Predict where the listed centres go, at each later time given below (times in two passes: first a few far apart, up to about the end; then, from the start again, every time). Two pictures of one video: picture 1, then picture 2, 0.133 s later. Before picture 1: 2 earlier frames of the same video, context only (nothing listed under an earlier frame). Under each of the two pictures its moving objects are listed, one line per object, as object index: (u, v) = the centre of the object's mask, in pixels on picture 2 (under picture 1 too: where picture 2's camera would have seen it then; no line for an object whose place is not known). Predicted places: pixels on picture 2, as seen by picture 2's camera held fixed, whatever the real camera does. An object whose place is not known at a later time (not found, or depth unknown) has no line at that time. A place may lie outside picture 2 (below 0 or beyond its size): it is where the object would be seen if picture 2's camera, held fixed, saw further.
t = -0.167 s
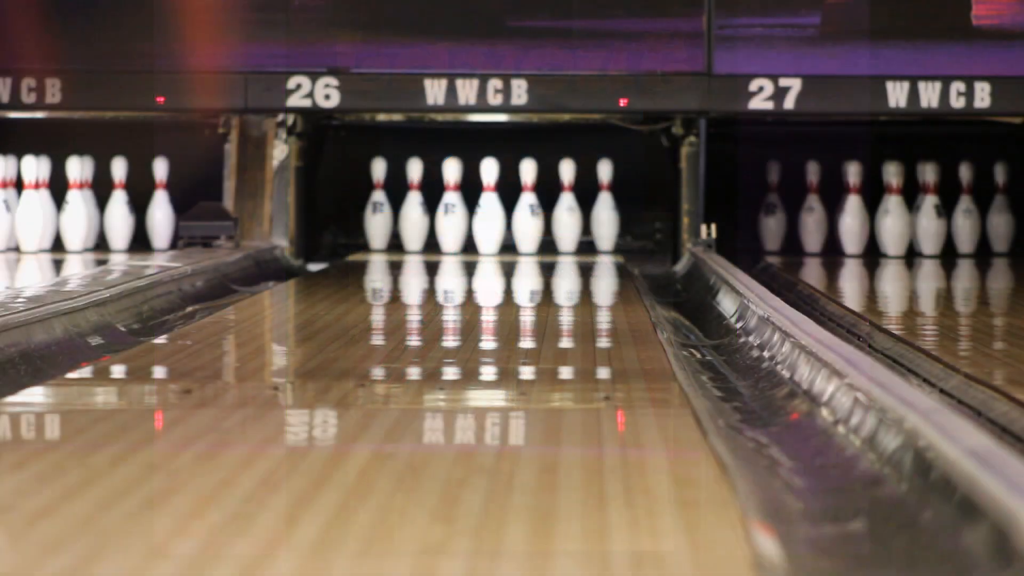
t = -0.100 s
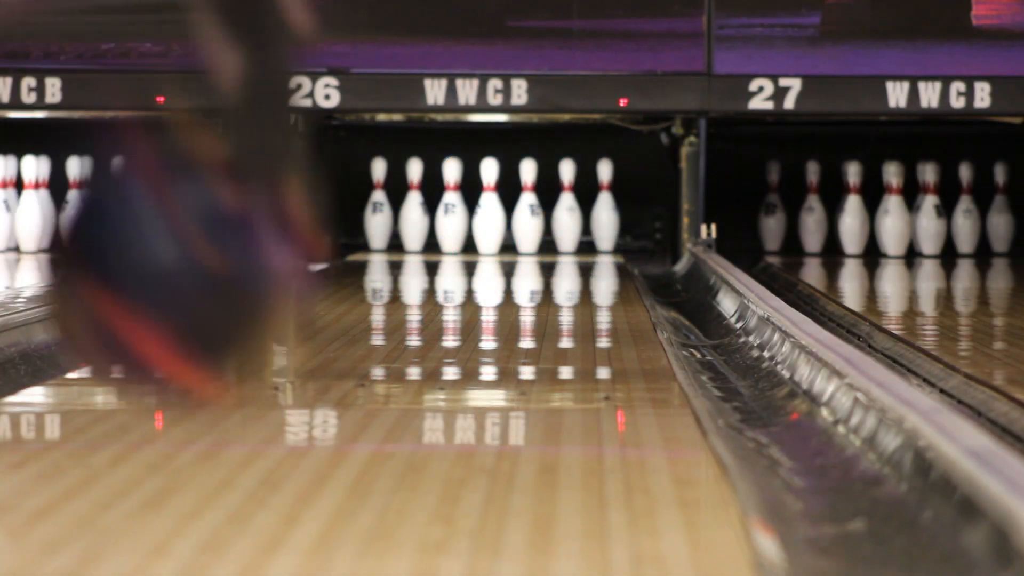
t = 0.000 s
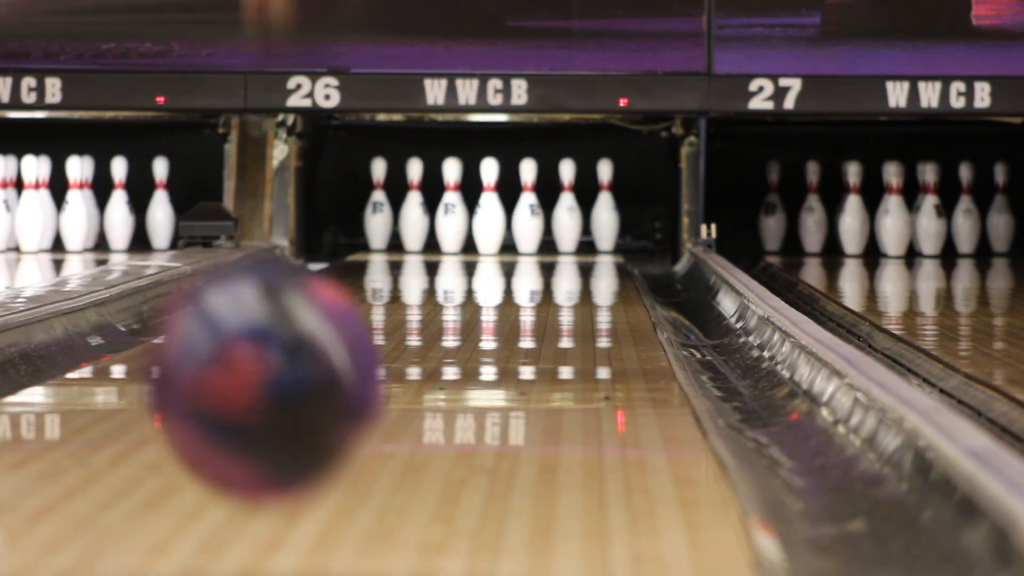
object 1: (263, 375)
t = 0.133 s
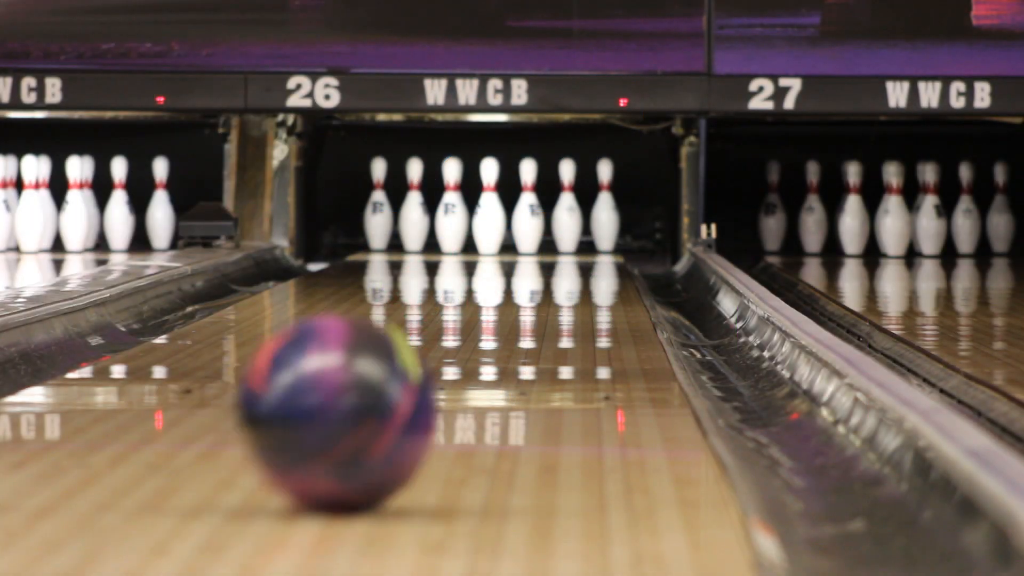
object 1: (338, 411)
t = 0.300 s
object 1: (404, 369)
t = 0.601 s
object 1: (476, 321)
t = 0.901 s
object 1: (519, 294)
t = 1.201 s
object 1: (546, 274)
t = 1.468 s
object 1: (562, 259)
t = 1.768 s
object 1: (572, 247)
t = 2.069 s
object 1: (569, 239)
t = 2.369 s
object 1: (544, 233)
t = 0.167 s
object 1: (353, 402)
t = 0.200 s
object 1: (368, 394)
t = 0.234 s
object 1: (381, 384)
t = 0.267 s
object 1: (392, 376)
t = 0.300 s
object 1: (404, 369)
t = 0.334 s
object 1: (413, 361)
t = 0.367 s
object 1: (422, 355)
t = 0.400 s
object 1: (432, 350)
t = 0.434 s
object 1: (441, 344)
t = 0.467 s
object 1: (450, 339)
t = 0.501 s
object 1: (455, 335)
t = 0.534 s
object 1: (463, 330)
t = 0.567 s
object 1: (470, 326)
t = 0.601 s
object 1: (476, 321)
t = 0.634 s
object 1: (482, 317)
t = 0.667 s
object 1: (488, 314)
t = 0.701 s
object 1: (494, 311)
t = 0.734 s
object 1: (498, 309)
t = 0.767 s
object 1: (503, 306)
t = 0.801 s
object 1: (507, 303)
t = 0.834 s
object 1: (511, 300)
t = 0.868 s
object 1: (515, 297)
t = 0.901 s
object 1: (519, 294)
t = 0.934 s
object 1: (522, 291)
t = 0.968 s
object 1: (526, 289)
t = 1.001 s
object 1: (530, 287)
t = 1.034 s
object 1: (533, 284)
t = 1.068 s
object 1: (535, 282)
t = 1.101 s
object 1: (538, 280)
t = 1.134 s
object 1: (541, 278)
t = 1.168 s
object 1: (544, 276)
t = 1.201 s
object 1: (546, 274)
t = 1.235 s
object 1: (548, 272)
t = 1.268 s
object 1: (550, 270)
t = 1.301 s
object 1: (552, 268)
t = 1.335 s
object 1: (554, 266)
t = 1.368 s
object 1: (557, 264)
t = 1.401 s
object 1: (558, 262)
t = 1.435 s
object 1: (560, 260)
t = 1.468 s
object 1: (562, 259)
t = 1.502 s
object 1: (563, 257)
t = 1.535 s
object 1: (565, 256)
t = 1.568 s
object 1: (566, 255)
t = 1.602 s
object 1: (568, 253)
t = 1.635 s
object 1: (569, 252)
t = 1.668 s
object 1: (570, 251)
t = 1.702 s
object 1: (571, 249)
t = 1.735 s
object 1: (572, 248)
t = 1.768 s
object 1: (572, 247)
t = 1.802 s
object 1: (573, 246)
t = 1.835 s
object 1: (574, 245)
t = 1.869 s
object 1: (574, 244)
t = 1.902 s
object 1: (573, 243)
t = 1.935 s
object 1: (573, 242)
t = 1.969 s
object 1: (573, 242)
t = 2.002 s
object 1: (572, 241)
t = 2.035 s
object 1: (571, 240)
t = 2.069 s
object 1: (569, 239)
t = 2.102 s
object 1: (568, 238)
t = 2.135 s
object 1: (566, 237)
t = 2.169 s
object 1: (564, 237)
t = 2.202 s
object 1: (561, 236)
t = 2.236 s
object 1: (558, 235)
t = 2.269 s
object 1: (556, 234)
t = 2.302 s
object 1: (552, 233)
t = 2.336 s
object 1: (549, 233)
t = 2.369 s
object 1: (544, 233)
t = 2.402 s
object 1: (540, 232)
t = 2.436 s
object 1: (535, 232)
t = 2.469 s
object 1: (531, 231)
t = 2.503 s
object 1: (527, 230)
